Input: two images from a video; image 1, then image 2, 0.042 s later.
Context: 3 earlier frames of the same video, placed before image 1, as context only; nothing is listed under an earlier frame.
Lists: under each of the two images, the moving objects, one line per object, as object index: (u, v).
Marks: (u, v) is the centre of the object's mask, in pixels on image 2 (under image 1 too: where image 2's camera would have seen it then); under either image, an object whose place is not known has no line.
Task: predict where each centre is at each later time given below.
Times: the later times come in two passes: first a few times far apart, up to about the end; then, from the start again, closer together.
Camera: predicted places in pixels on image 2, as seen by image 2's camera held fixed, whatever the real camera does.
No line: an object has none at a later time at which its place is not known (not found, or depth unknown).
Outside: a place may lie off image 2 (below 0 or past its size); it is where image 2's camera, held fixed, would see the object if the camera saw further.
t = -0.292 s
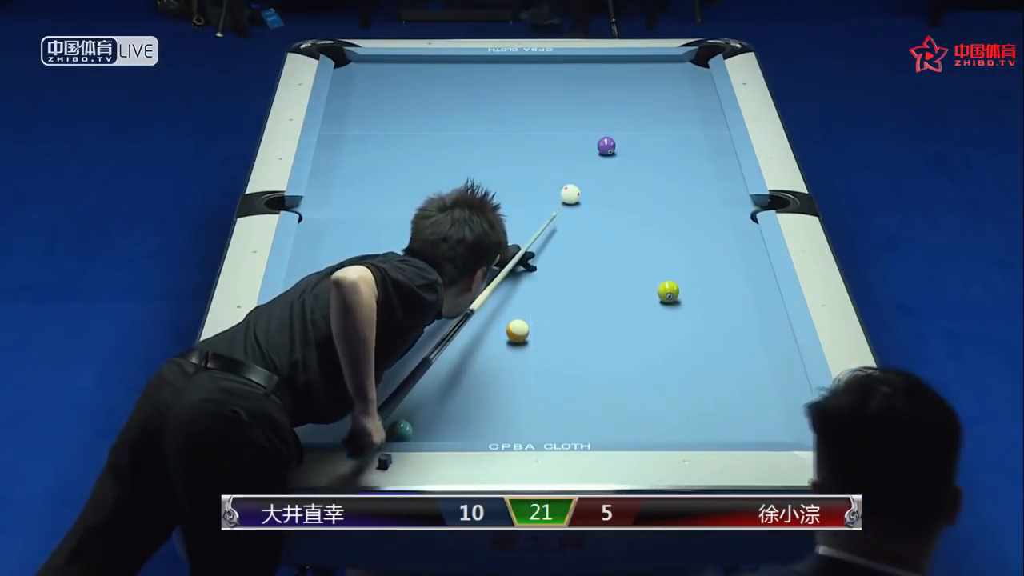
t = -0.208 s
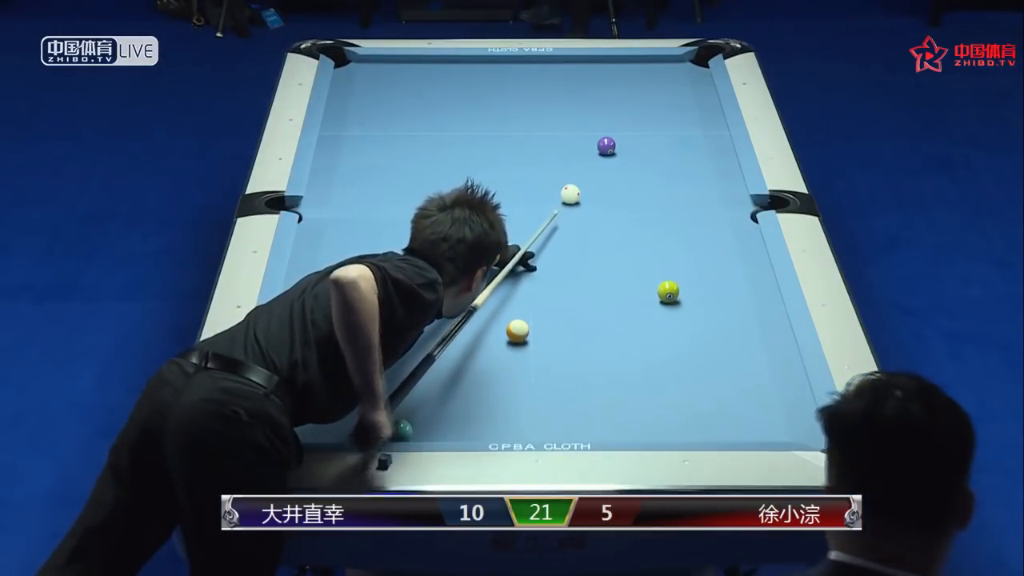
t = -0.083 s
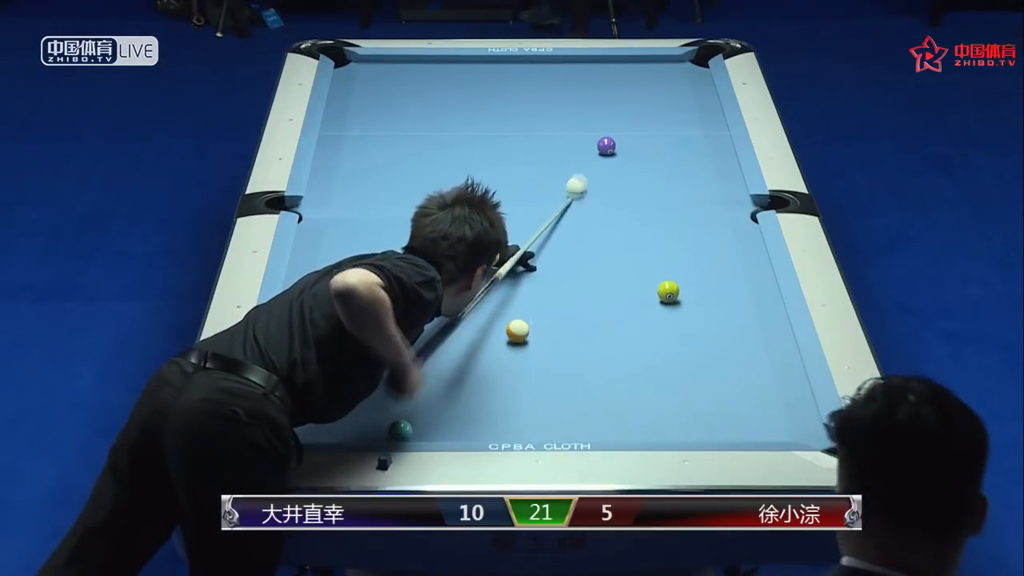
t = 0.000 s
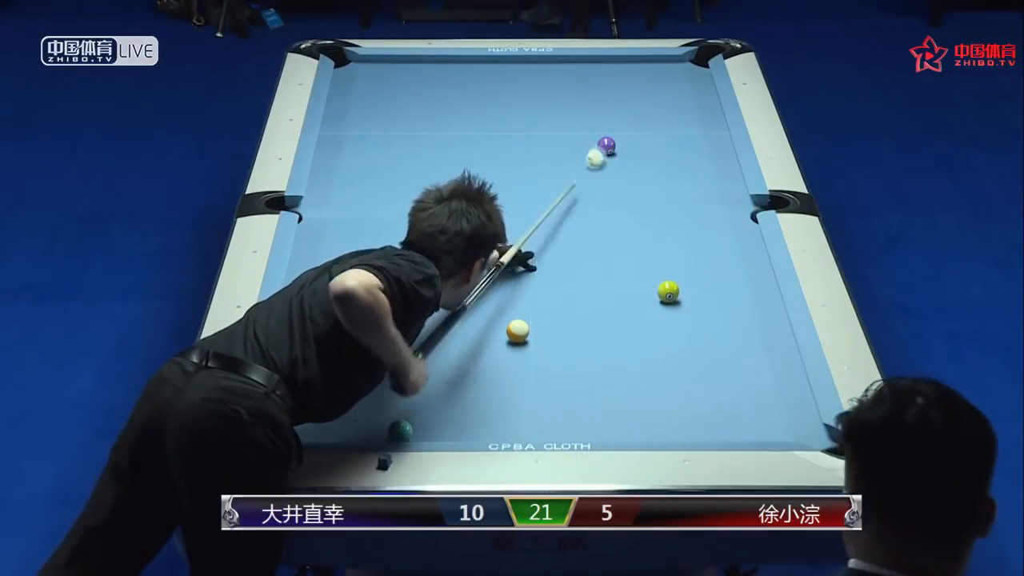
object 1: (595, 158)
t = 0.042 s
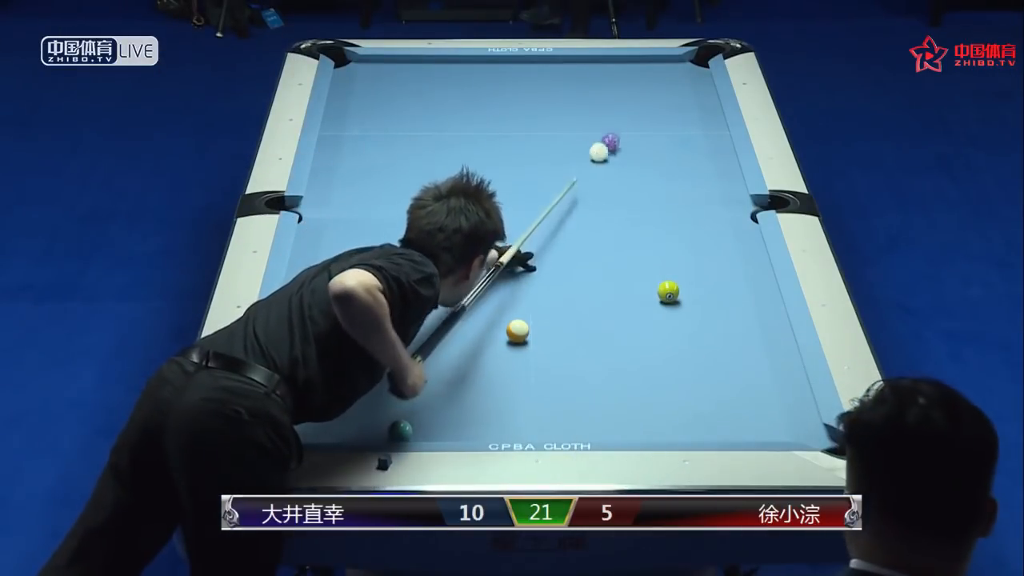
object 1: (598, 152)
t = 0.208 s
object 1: (591, 153)
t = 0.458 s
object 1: (581, 155)
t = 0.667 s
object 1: (573, 156)
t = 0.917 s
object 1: (565, 157)
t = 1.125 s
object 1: (558, 158)
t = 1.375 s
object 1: (553, 159)
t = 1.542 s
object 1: (551, 159)
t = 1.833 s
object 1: (547, 160)
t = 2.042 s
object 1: (546, 160)
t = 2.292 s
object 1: (546, 160)
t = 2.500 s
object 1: (546, 160)
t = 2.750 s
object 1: (546, 160)
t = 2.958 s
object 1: (546, 160)
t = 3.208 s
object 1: (546, 160)
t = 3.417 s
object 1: (546, 160)
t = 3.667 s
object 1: (546, 160)
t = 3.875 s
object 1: (546, 160)
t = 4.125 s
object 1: (546, 160)
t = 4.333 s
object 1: (546, 160)
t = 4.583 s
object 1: (546, 160)
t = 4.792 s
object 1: (546, 160)
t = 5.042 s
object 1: (546, 160)
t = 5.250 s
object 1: (546, 160)
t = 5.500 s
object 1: (546, 160)
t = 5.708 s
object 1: (546, 160)
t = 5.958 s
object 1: (546, 160)
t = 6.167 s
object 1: (546, 160)
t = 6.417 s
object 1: (546, 160)
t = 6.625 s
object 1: (546, 160)
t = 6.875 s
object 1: (546, 160)
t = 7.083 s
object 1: (546, 160)
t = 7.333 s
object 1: (546, 160)
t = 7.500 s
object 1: (546, 160)
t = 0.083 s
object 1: (597, 152)
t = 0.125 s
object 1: (595, 152)
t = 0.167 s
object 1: (593, 152)
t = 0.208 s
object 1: (591, 153)
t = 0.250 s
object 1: (589, 153)
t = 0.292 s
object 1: (587, 153)
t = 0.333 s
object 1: (586, 154)
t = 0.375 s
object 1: (584, 154)
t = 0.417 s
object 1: (582, 154)
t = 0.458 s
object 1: (581, 155)
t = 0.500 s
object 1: (579, 155)
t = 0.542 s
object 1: (577, 155)
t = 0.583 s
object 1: (576, 155)
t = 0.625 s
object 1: (574, 156)
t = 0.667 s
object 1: (573, 156)
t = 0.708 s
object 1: (572, 156)
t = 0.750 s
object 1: (570, 156)
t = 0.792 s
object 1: (569, 157)
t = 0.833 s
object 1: (568, 157)
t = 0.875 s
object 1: (566, 157)
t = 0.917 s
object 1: (565, 157)
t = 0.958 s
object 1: (564, 157)
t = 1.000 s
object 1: (562, 158)
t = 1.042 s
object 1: (560, 158)
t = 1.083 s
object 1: (560, 158)
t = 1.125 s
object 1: (558, 158)
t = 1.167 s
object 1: (557, 158)
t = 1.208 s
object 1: (556, 158)
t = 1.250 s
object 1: (555, 158)
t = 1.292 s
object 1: (555, 159)
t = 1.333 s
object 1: (553, 159)
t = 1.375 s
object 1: (553, 159)
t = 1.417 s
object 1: (552, 159)
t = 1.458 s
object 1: (552, 159)
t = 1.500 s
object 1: (551, 159)
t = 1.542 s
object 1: (551, 159)
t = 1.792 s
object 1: (548, 160)
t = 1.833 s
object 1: (547, 160)
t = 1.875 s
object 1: (547, 160)
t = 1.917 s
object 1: (547, 160)
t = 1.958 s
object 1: (546, 160)
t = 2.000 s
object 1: (546, 160)
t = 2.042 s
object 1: (546, 160)
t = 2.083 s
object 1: (546, 160)
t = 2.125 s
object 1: (546, 160)
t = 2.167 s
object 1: (546, 160)
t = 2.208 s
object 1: (546, 160)
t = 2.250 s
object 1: (546, 160)
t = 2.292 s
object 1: (546, 160)
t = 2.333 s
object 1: (546, 160)
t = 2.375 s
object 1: (546, 160)
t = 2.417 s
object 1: (546, 160)
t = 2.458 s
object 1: (546, 160)
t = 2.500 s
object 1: (546, 160)
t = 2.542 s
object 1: (546, 160)
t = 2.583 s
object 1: (546, 160)
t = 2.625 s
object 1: (546, 160)
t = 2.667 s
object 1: (546, 160)
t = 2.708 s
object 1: (546, 160)
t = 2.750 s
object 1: (546, 160)
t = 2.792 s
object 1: (546, 160)
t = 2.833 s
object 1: (546, 160)
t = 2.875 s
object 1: (546, 160)
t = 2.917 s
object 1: (546, 160)
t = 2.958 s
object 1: (546, 160)
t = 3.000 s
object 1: (546, 160)
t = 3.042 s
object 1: (546, 160)
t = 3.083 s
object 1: (546, 160)
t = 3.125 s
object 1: (546, 160)
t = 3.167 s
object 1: (546, 160)
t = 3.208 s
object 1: (546, 160)
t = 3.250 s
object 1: (546, 160)
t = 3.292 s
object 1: (546, 160)
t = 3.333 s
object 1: (546, 160)
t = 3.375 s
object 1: (546, 160)
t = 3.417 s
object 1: (546, 160)
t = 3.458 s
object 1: (546, 160)
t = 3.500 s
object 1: (546, 160)
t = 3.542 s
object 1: (546, 160)
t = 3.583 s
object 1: (546, 160)
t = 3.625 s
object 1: (546, 160)
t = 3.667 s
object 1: (546, 160)
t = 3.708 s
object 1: (546, 160)
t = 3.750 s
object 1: (546, 160)
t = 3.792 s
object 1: (546, 160)
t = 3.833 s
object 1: (546, 160)
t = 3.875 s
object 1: (546, 160)
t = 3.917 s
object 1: (546, 160)
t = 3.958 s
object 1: (546, 160)
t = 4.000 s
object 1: (546, 160)
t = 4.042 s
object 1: (546, 160)
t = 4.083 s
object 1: (546, 160)
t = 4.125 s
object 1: (546, 160)
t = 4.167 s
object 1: (546, 160)
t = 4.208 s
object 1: (546, 160)
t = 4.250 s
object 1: (546, 160)
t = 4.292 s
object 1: (546, 160)
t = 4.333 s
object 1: (546, 160)
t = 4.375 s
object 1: (546, 160)
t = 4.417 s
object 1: (546, 160)
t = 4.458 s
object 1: (546, 160)
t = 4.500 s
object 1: (546, 160)
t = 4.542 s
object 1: (546, 160)
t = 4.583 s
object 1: (546, 160)
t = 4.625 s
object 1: (546, 160)
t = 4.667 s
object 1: (546, 160)
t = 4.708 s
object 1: (546, 160)
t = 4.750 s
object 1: (546, 160)
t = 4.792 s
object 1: (546, 160)
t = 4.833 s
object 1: (546, 160)
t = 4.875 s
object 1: (546, 160)
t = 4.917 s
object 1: (546, 160)
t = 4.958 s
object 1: (546, 160)
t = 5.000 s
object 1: (546, 160)
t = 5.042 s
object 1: (546, 160)
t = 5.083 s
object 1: (546, 160)
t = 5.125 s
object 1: (546, 160)
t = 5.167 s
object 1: (546, 160)
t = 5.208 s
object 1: (546, 160)
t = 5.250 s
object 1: (546, 160)
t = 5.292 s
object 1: (546, 160)
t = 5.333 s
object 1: (546, 160)
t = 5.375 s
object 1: (546, 160)
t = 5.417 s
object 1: (546, 160)
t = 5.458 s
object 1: (546, 160)
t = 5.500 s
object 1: (546, 160)
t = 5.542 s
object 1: (546, 160)
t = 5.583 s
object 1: (546, 160)
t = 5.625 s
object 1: (546, 160)
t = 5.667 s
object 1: (546, 160)
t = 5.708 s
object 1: (546, 160)
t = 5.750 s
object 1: (546, 160)
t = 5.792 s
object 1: (546, 160)
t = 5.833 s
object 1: (546, 160)
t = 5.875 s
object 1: (546, 160)
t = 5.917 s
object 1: (546, 160)
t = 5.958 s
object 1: (546, 160)
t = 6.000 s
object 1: (546, 160)
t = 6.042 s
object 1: (546, 160)
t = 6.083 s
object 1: (546, 160)
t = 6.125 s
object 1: (546, 160)
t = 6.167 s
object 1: (546, 160)
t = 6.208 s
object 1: (546, 160)
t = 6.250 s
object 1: (546, 160)
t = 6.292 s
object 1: (546, 160)
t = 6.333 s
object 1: (546, 160)
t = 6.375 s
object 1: (546, 160)
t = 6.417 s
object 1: (546, 160)
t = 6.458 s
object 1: (546, 160)
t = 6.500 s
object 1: (546, 160)
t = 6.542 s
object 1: (546, 160)
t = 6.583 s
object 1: (546, 160)
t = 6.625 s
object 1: (546, 160)
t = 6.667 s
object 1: (546, 160)
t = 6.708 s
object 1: (546, 160)
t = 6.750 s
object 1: (546, 160)
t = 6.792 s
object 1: (546, 160)
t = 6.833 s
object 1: (546, 160)
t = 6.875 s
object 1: (546, 160)
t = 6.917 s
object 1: (546, 160)
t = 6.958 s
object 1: (546, 160)
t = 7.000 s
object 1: (546, 160)
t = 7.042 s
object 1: (546, 160)
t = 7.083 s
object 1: (546, 160)
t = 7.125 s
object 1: (546, 160)
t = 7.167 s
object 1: (546, 160)
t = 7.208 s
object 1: (546, 160)
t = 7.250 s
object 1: (546, 160)
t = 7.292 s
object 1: (546, 160)
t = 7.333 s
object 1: (546, 160)
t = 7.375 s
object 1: (546, 160)
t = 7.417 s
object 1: (546, 160)
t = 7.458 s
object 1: (546, 160)
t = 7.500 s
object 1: (546, 160)
